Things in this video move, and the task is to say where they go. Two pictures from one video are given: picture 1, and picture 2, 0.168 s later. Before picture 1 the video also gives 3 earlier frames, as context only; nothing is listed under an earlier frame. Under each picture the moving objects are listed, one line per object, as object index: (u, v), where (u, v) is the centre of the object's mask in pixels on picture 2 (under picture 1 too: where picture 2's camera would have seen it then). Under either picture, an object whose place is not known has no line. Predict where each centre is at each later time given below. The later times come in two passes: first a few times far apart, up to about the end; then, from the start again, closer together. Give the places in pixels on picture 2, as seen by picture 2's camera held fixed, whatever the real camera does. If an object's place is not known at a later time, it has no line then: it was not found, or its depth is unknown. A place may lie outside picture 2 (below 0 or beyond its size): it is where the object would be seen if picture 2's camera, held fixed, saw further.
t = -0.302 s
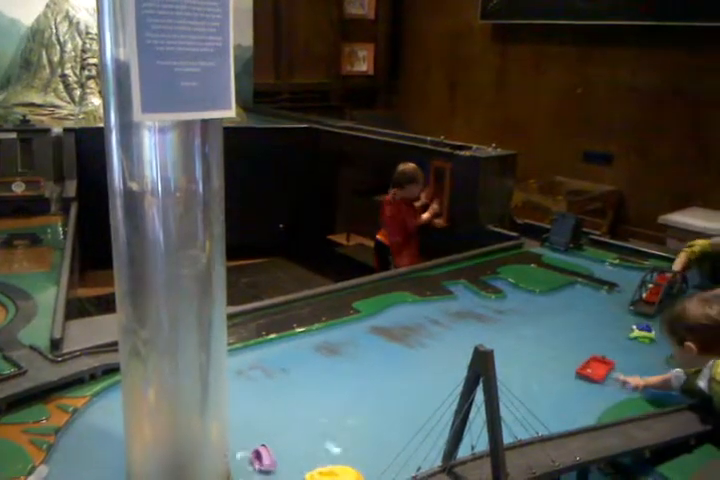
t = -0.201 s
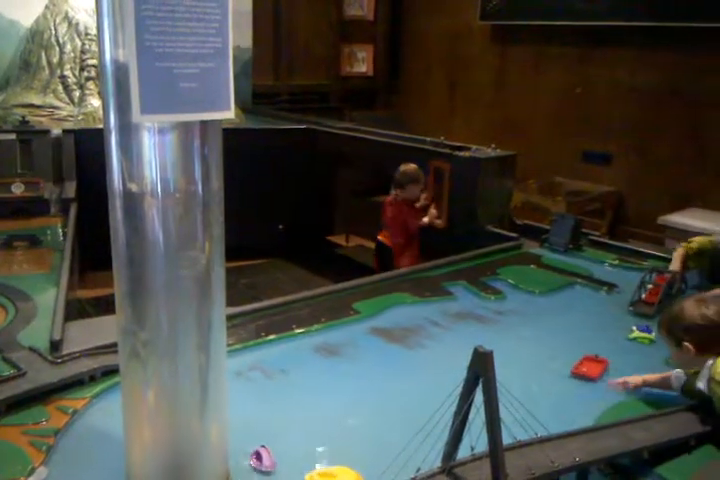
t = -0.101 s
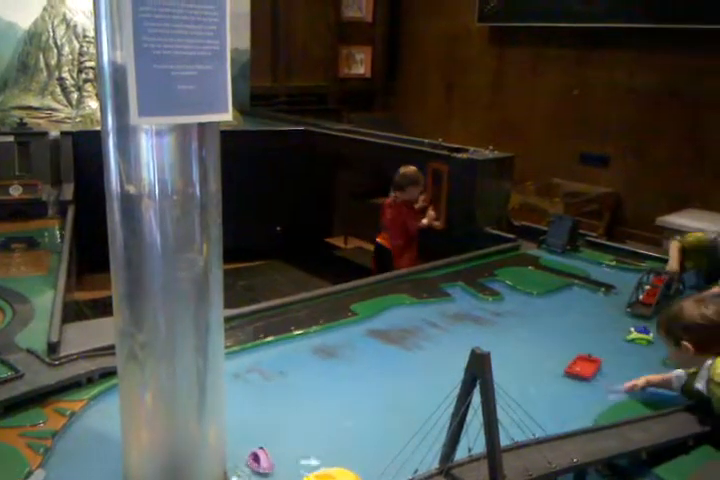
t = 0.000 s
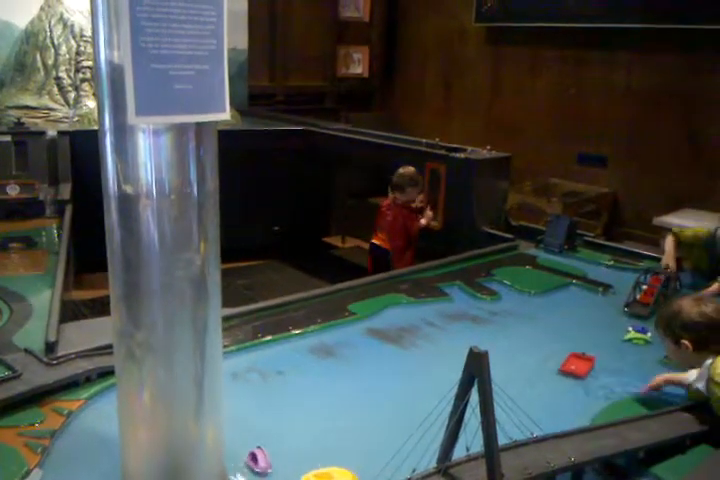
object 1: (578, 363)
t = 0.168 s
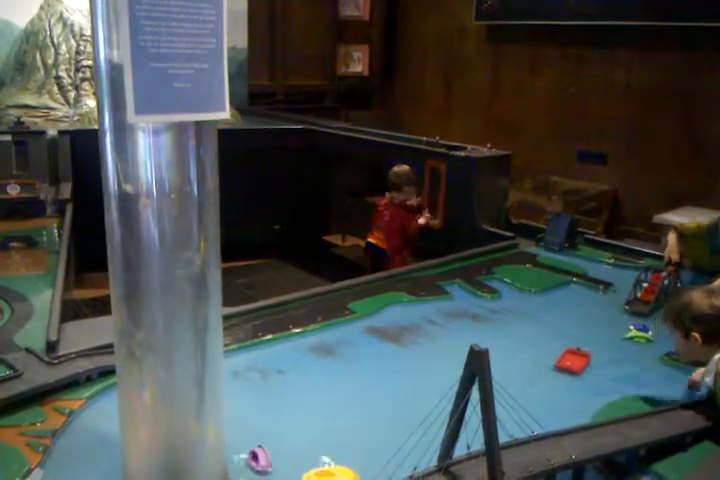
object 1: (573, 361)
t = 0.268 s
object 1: (570, 360)
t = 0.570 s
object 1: (563, 357)
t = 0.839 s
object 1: (557, 355)
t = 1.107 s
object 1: (550, 353)
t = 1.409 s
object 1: (544, 351)
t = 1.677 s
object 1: (541, 350)
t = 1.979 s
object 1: (537, 350)
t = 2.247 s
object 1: (534, 349)
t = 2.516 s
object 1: (531, 349)
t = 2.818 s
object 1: (530, 348)
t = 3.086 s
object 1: (526, 347)
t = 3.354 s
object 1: (523, 346)
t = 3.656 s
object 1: (519, 345)
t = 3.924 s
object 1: (517, 345)
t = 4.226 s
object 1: (514, 344)
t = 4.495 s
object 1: (512, 343)
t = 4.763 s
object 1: (510, 342)
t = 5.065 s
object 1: (508, 342)
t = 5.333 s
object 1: (507, 342)
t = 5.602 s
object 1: (505, 341)
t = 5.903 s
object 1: (504, 340)
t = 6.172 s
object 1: (502, 340)
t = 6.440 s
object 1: (501, 339)
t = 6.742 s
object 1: (500, 338)
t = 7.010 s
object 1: (499, 338)
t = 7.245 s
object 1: (498, 337)
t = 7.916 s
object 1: (496, 336)
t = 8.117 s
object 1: (496, 335)
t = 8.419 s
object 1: (496, 335)
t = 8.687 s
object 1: (496, 334)
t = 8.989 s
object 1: (496, 334)
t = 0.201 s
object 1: (572, 361)
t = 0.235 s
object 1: (571, 360)
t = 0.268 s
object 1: (570, 360)
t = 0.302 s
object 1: (569, 359)
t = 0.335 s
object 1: (569, 359)
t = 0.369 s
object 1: (568, 359)
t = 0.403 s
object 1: (567, 359)
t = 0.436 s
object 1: (566, 358)
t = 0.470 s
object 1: (566, 358)
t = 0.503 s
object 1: (565, 357)
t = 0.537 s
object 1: (564, 357)
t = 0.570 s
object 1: (563, 357)
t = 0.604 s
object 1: (563, 357)
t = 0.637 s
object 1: (562, 357)
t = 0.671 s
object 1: (561, 356)
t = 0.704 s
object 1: (560, 356)
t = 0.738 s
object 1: (559, 356)
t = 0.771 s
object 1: (559, 356)
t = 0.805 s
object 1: (558, 355)
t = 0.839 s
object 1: (557, 355)
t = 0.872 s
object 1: (556, 355)
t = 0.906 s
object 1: (555, 355)
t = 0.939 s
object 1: (554, 354)
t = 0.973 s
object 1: (553, 354)
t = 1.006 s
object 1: (553, 354)
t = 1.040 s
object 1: (552, 354)
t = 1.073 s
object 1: (551, 353)
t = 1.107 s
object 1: (550, 353)
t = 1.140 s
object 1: (549, 353)
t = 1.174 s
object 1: (549, 353)
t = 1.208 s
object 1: (548, 352)
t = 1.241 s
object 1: (547, 352)
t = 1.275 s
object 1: (547, 352)
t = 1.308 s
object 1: (546, 352)
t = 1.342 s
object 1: (546, 352)
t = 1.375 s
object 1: (545, 351)
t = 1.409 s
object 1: (544, 351)
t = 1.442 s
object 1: (544, 351)
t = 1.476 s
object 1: (544, 351)
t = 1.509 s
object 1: (543, 351)
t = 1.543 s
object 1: (543, 351)
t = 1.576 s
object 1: (542, 350)
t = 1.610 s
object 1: (541, 350)
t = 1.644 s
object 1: (541, 350)
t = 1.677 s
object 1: (541, 350)
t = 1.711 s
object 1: (540, 350)
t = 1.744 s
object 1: (540, 350)
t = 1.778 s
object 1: (540, 350)
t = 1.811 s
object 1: (539, 350)
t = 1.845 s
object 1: (539, 350)
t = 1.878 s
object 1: (538, 350)
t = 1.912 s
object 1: (538, 350)
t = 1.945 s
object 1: (538, 350)
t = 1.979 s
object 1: (537, 350)
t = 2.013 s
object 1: (537, 350)
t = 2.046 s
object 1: (536, 349)
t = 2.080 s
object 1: (537, 349)
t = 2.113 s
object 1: (536, 349)
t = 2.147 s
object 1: (536, 349)
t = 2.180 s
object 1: (535, 349)
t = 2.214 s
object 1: (535, 349)
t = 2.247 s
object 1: (534, 349)
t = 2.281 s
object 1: (534, 349)
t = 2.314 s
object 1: (534, 349)
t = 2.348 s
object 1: (533, 349)
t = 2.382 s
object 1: (532, 348)
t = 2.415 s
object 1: (533, 348)
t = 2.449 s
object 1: (532, 348)
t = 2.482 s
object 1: (532, 348)
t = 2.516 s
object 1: (531, 349)
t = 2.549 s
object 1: (531, 348)
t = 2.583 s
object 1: (531, 348)
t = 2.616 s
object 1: (531, 348)
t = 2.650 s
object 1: (530, 348)
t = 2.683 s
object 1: (530, 348)
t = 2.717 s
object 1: (530, 348)
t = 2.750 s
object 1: (530, 348)
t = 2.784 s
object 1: (530, 348)
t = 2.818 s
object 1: (530, 348)
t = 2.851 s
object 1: (529, 347)
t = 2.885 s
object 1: (529, 347)
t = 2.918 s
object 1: (528, 347)
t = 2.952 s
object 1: (528, 347)
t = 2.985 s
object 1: (528, 347)
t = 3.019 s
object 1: (527, 347)
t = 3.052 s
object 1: (527, 347)
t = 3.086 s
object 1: (526, 347)
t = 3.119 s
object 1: (526, 347)
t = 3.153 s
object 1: (526, 347)
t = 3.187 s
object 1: (526, 347)
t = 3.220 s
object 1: (525, 347)
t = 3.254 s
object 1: (525, 346)
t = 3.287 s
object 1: (525, 346)
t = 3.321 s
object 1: (525, 346)
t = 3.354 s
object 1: (523, 346)
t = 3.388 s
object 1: (522, 346)
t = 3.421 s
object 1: (522, 346)
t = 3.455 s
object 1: (522, 346)
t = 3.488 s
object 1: (521, 346)
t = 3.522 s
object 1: (521, 345)
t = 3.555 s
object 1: (520, 345)
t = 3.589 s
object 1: (520, 345)
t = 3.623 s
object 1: (520, 345)
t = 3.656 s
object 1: (519, 345)
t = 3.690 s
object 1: (519, 345)
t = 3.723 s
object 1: (519, 345)
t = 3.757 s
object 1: (519, 345)
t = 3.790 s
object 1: (518, 345)
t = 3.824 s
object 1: (518, 345)
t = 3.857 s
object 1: (518, 345)
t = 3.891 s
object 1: (517, 345)
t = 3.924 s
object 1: (517, 345)
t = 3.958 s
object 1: (516, 345)
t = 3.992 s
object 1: (516, 344)
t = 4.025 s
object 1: (516, 345)
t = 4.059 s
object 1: (515, 344)
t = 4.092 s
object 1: (515, 344)
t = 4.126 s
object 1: (515, 344)
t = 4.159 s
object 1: (514, 344)
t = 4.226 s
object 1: (514, 344)
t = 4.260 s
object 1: (514, 344)
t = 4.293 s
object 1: (513, 344)
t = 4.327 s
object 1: (514, 344)
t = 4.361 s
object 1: (513, 344)
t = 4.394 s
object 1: (513, 343)
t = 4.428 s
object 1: (513, 343)
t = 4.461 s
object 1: (512, 343)
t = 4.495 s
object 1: (512, 343)
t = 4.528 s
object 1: (512, 343)
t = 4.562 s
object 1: (511, 343)
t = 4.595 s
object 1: (511, 343)
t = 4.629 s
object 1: (511, 343)
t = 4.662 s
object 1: (511, 343)
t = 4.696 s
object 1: (510, 342)
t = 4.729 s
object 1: (510, 342)
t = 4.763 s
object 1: (510, 342)
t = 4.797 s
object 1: (510, 342)
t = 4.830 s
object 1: (510, 342)
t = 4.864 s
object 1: (510, 342)
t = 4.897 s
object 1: (509, 342)
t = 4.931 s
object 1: (509, 342)
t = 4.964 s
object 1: (508, 342)
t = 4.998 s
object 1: (509, 342)
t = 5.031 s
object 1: (508, 342)
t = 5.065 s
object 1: (508, 342)
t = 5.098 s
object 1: (508, 342)
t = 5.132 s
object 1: (508, 342)
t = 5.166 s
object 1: (508, 342)
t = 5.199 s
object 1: (508, 342)
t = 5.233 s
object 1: (507, 342)
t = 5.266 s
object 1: (507, 342)
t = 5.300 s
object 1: (507, 342)
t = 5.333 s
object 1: (507, 342)
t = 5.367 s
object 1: (506, 341)
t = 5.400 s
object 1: (506, 342)
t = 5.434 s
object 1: (506, 341)
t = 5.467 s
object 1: (506, 341)
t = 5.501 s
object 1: (505, 341)
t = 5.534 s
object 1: (505, 341)
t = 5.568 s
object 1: (506, 341)
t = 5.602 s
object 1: (505, 341)
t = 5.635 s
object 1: (505, 341)
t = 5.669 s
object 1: (504, 341)
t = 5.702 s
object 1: (505, 341)
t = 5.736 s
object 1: (504, 341)
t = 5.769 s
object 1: (504, 341)
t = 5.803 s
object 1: (504, 341)
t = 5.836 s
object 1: (504, 341)
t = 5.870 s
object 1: (504, 341)
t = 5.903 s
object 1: (504, 340)
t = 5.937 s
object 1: (504, 340)
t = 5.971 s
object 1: (504, 340)
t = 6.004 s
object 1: (504, 340)
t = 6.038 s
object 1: (504, 340)
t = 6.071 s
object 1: (504, 340)
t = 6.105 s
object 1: (503, 340)
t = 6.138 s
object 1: (503, 340)
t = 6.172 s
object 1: (502, 340)
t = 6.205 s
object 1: (503, 340)
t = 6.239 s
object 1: (502, 340)
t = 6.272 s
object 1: (502, 340)
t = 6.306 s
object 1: (502, 339)
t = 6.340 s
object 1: (502, 339)
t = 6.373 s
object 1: (502, 339)
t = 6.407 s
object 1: (502, 339)
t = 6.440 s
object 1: (501, 339)
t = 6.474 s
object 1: (501, 339)
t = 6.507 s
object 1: (501, 339)
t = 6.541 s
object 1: (501, 339)
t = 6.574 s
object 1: (501, 339)
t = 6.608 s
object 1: (501, 339)
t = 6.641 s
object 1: (501, 339)
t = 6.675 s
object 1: (500, 338)
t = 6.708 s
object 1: (500, 339)
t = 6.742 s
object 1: (500, 338)
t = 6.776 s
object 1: (500, 338)
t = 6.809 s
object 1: (499, 338)
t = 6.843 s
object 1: (499, 338)
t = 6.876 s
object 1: (499, 338)
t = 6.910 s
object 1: (499, 338)
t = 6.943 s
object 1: (498, 338)
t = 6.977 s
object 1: (498, 338)
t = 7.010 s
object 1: (499, 338)
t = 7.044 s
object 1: (498, 338)
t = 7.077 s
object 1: (498, 338)
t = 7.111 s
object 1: (498, 337)
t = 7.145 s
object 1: (498, 337)
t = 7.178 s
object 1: (498, 337)
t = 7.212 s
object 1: (498, 337)
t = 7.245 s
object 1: (498, 337)
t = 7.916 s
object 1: (496, 336)
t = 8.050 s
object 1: (496, 335)
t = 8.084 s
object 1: (496, 335)
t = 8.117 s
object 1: (496, 335)
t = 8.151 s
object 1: (496, 335)
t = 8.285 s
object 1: (496, 335)
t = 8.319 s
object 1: (496, 335)
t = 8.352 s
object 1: (496, 335)
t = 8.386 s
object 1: (496, 335)
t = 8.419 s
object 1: (496, 335)
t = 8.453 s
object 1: (496, 335)
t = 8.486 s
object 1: (496, 335)
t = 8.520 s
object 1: (496, 335)
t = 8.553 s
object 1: (496, 335)
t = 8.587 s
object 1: (496, 335)
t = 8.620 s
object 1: (495, 335)
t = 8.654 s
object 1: (496, 335)
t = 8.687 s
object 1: (496, 334)
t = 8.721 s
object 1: (496, 335)
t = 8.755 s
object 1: (496, 335)
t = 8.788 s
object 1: (496, 335)
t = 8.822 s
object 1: (496, 335)
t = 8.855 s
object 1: (496, 334)
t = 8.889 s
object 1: (496, 334)
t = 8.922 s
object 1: (496, 334)
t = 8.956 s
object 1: (496, 334)
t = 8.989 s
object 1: (496, 334)
